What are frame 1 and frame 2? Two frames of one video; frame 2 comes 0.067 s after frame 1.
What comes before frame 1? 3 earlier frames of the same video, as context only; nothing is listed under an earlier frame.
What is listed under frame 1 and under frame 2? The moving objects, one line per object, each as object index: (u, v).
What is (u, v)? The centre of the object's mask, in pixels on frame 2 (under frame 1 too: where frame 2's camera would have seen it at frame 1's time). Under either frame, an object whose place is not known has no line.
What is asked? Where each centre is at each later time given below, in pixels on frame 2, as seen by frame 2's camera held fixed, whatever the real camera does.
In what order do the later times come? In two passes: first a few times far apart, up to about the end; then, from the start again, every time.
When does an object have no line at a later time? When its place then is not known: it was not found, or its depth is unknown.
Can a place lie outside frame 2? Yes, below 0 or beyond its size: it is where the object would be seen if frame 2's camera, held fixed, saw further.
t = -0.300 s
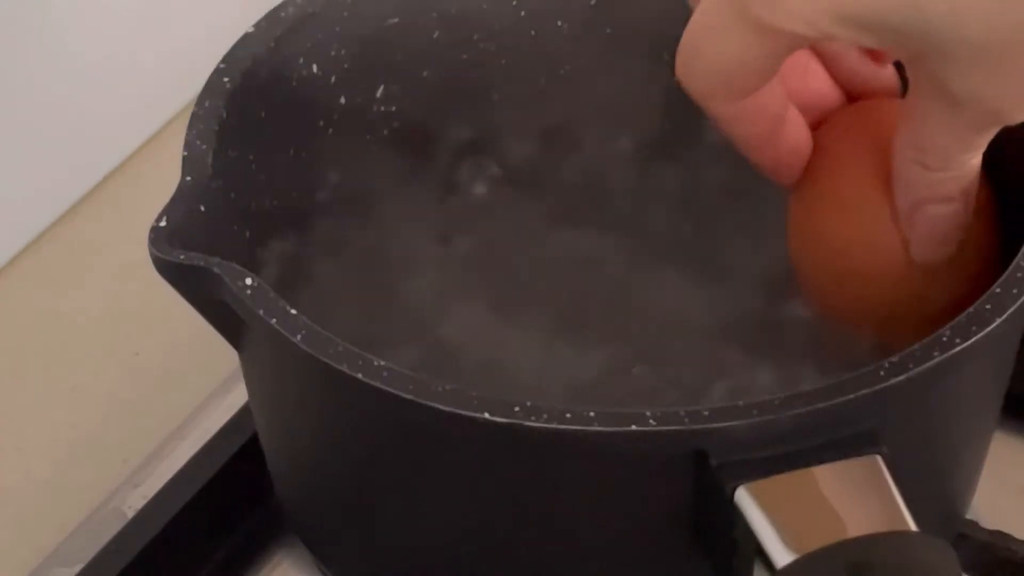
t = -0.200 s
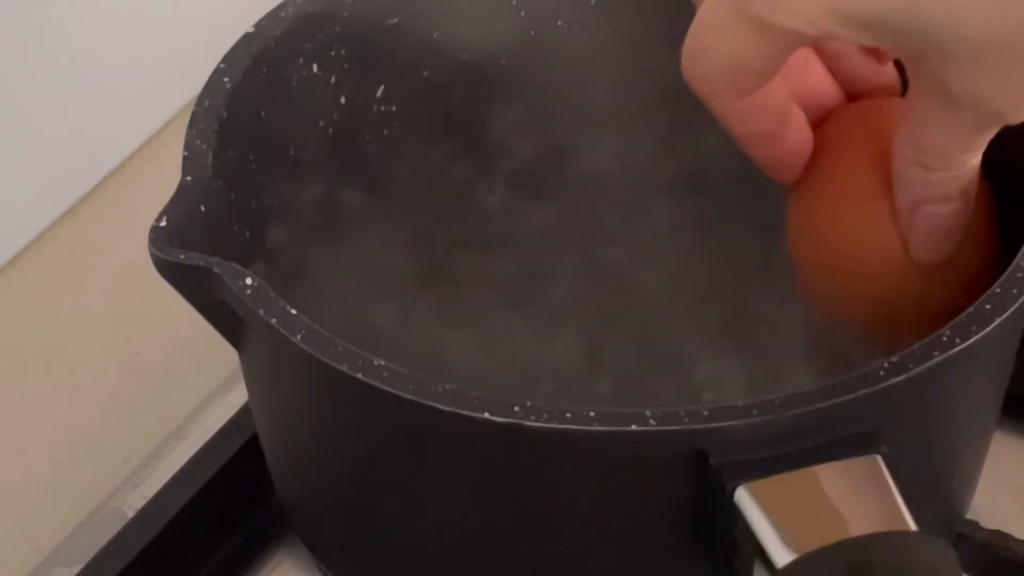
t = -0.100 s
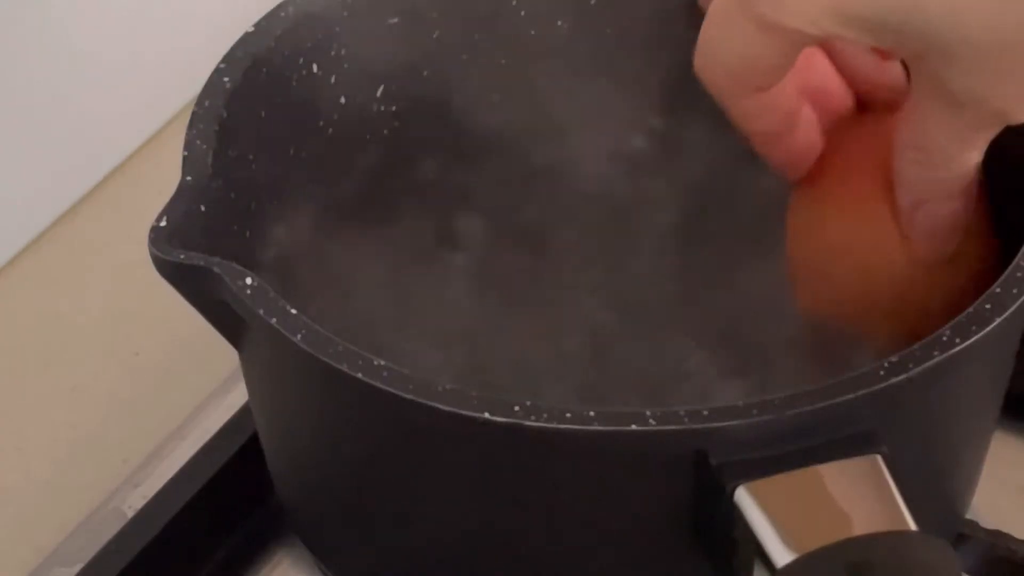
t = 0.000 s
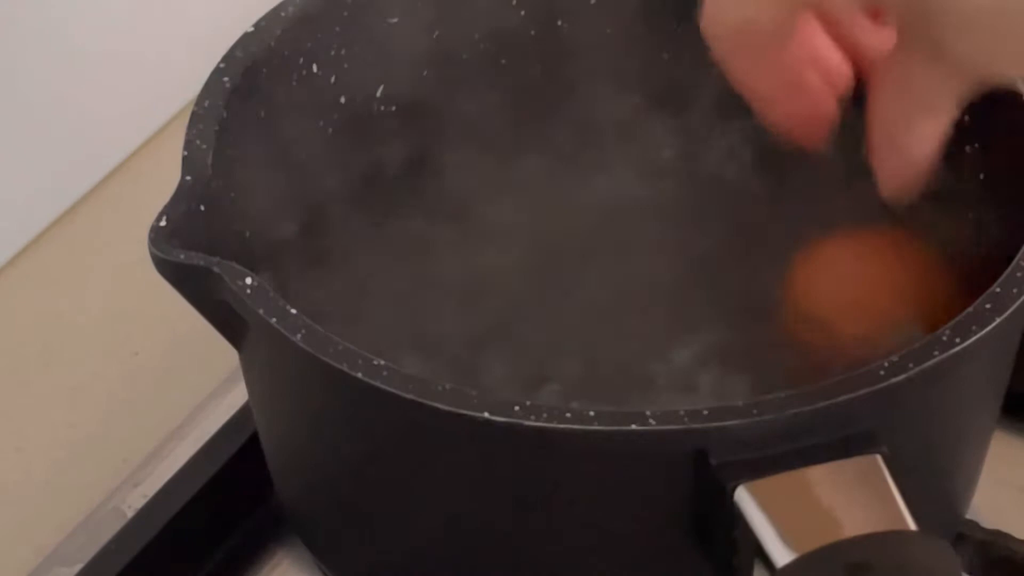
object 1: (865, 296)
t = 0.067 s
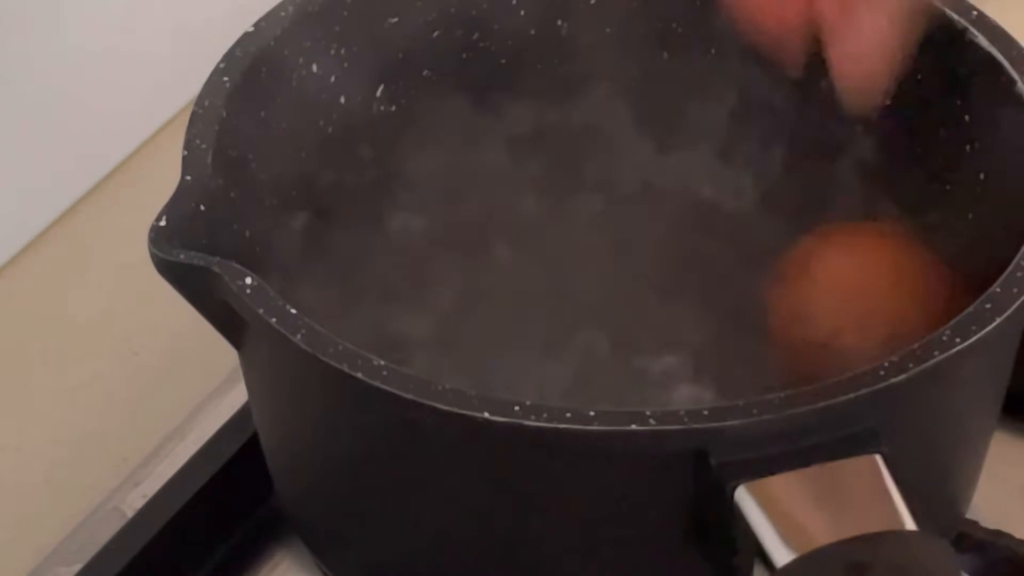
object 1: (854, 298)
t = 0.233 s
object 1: (856, 293)
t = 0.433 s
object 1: (849, 291)
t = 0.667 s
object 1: (834, 295)
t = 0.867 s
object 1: (848, 289)
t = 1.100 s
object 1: (850, 295)
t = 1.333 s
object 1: (862, 294)
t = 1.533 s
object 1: (864, 293)
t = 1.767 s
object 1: (860, 298)
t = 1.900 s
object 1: (863, 295)
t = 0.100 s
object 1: (855, 298)
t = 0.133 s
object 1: (856, 296)
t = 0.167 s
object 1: (858, 295)
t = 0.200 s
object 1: (855, 297)
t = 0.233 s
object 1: (856, 293)
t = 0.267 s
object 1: (854, 294)
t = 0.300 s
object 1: (855, 293)
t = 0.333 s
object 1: (851, 293)
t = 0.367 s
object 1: (849, 294)
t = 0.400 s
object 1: (851, 292)
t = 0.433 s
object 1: (849, 291)
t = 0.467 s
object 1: (848, 292)
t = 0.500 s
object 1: (845, 294)
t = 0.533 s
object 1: (844, 295)
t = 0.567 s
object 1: (842, 291)
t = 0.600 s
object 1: (840, 290)
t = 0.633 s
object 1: (836, 292)
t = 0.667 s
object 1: (834, 295)
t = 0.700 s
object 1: (832, 297)
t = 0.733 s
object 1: (833, 296)
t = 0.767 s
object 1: (835, 293)
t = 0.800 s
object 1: (839, 291)
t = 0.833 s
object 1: (846, 289)
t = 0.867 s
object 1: (848, 289)
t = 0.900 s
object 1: (851, 284)
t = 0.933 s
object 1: (852, 286)
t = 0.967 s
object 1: (853, 287)
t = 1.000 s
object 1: (856, 285)
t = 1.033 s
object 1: (847, 296)
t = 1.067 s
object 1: (848, 295)
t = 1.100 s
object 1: (850, 295)
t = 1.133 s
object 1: (849, 296)
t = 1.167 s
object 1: (850, 294)
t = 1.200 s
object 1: (855, 293)
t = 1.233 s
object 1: (857, 294)
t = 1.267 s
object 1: (862, 294)
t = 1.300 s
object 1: (862, 294)
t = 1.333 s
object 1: (862, 294)
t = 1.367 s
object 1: (862, 293)
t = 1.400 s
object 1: (861, 295)
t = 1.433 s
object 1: (862, 294)
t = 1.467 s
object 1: (862, 294)
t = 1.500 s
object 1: (864, 294)
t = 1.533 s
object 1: (864, 293)
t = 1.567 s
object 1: (861, 297)
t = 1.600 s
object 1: (860, 297)
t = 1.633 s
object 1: (858, 299)
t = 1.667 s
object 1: (860, 298)
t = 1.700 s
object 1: (859, 300)
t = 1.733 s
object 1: (859, 298)
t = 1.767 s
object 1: (860, 298)
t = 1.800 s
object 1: (860, 297)
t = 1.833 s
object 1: (858, 297)
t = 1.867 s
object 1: (862, 296)
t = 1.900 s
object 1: (863, 295)
